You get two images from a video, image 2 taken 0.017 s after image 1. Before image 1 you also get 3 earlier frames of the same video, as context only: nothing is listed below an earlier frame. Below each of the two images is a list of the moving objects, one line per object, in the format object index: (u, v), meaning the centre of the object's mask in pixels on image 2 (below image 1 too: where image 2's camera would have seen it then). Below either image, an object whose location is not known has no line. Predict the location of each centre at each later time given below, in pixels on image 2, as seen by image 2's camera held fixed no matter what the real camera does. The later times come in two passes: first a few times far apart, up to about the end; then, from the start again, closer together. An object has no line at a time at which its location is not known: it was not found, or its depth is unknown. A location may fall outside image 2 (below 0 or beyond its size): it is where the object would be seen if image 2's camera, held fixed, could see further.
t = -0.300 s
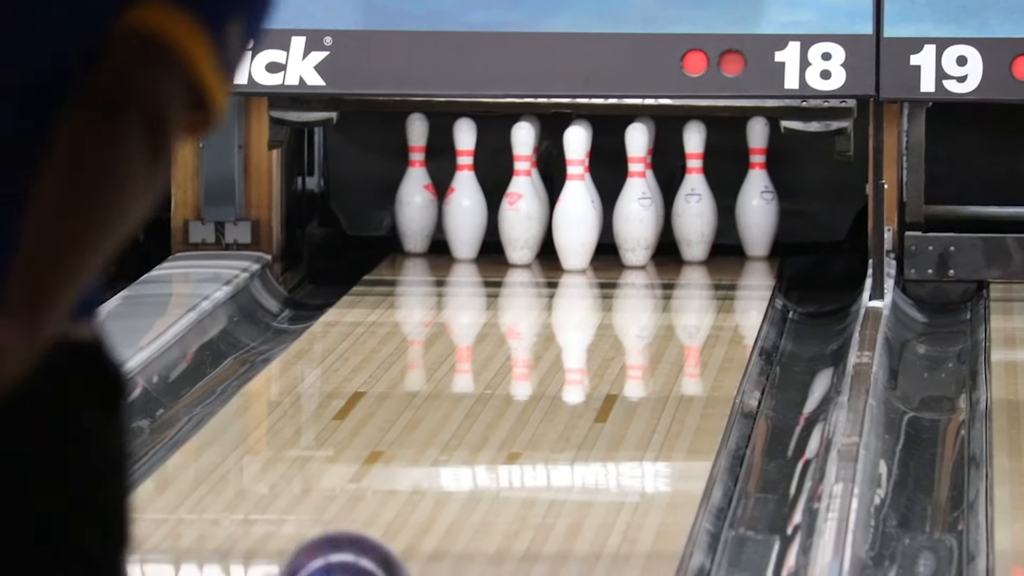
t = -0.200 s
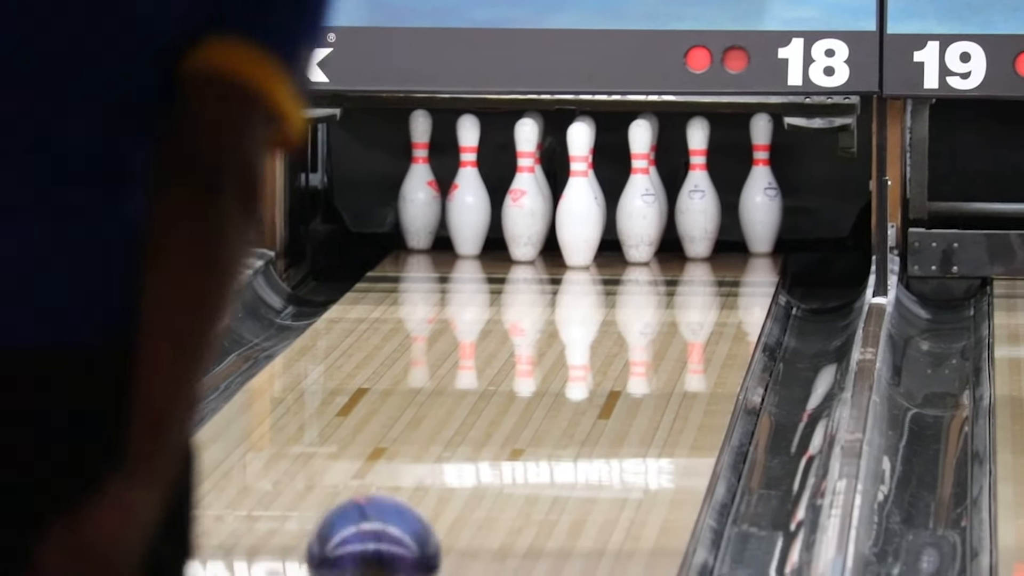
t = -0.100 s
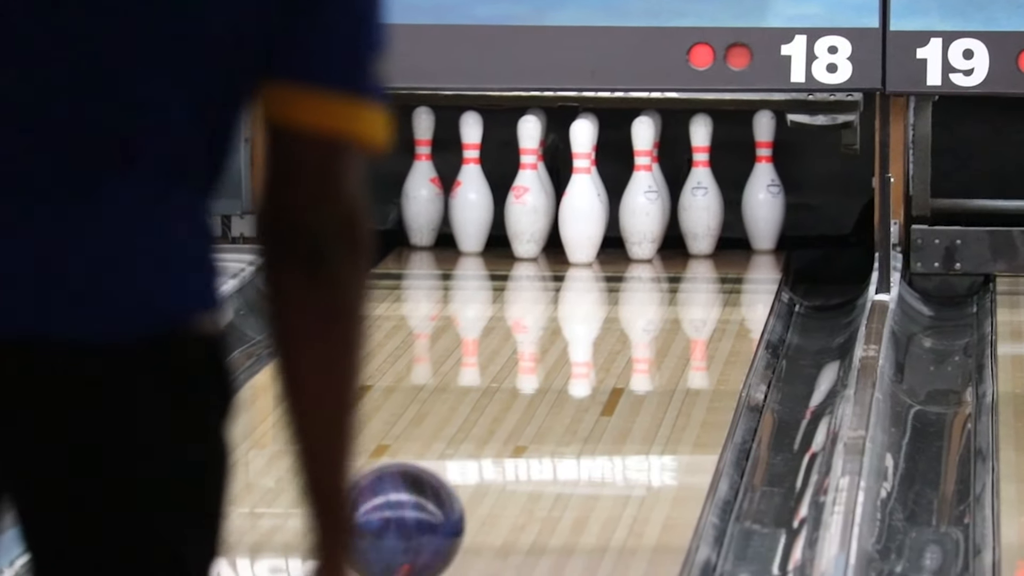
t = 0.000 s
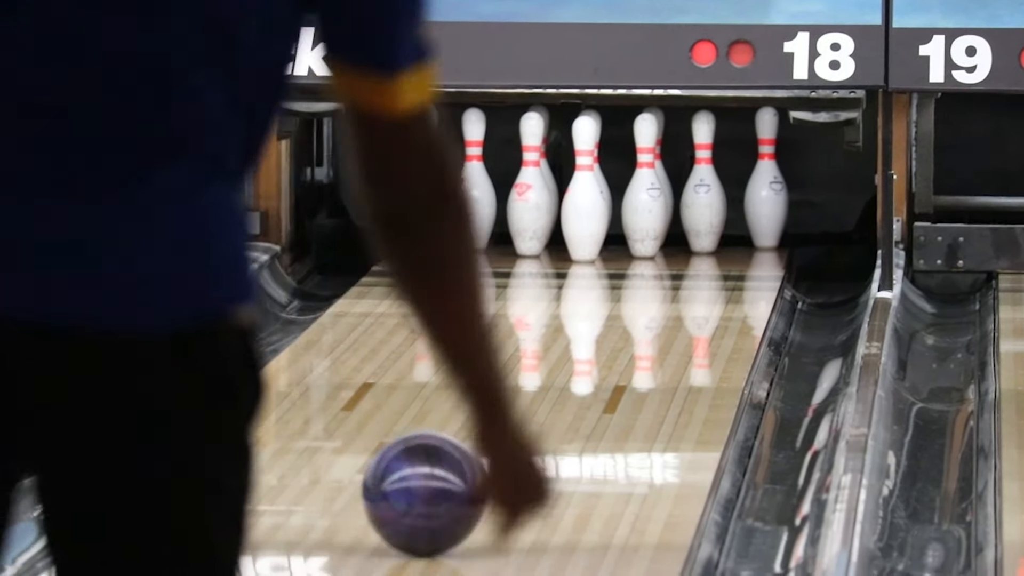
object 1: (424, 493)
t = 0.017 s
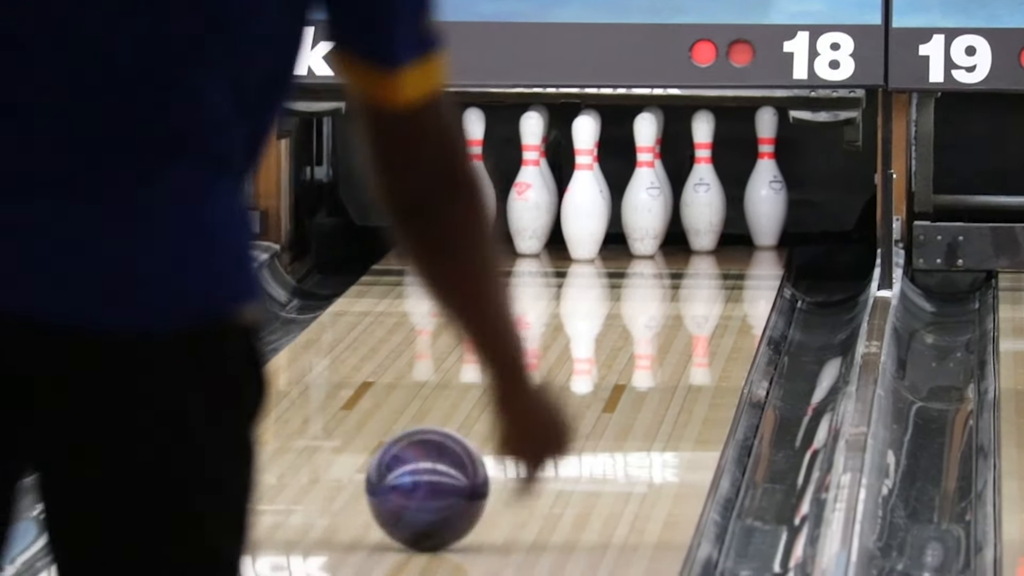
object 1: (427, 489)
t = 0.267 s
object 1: (476, 422)
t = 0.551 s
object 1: (512, 360)
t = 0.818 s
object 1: (531, 311)
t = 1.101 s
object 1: (509, 270)
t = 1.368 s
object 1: (458, 239)
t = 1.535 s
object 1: (427, 221)
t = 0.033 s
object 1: (431, 485)
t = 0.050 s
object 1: (434, 480)
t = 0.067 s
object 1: (438, 476)
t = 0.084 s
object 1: (442, 472)
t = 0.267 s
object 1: (476, 422)
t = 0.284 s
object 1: (478, 418)
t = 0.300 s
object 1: (481, 414)
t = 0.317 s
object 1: (483, 410)
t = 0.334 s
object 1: (486, 406)
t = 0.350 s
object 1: (488, 402)
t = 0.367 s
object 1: (490, 398)
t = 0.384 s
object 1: (492, 394)
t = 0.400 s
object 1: (494, 391)
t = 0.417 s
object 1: (496, 387)
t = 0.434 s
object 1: (498, 383)
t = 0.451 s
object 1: (501, 380)
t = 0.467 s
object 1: (503, 377)
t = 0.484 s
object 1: (505, 374)
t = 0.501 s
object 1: (507, 370)
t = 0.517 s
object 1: (509, 367)
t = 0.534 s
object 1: (511, 363)
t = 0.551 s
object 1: (512, 360)
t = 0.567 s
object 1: (514, 356)
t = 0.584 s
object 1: (516, 353)
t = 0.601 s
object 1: (518, 350)
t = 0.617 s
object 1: (519, 346)
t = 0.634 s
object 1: (521, 343)
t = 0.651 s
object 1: (523, 340)
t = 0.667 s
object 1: (524, 337)
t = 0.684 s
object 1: (526, 333)
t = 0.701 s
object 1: (527, 330)
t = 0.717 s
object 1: (528, 328)
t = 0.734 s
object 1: (529, 325)
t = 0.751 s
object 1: (530, 322)
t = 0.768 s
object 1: (530, 319)
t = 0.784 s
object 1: (530, 316)
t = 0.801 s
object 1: (531, 313)
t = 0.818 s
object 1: (531, 311)
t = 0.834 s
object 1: (531, 309)
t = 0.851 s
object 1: (530, 306)
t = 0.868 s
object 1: (530, 304)
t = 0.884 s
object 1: (530, 301)
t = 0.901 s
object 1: (529, 299)
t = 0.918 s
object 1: (528, 296)
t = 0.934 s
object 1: (527, 294)
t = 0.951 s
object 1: (526, 291)
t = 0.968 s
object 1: (525, 289)
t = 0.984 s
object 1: (523, 286)
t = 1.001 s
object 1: (522, 284)
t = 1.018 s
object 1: (520, 281)
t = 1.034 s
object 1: (518, 279)
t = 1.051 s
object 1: (516, 277)
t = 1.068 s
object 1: (514, 275)
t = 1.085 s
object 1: (511, 272)
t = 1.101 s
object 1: (509, 270)
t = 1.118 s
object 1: (506, 268)
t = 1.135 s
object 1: (503, 266)
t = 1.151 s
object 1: (500, 264)
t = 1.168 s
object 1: (498, 262)
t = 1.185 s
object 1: (494, 260)
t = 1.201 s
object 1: (491, 258)
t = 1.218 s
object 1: (487, 256)
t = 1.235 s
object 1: (484, 254)
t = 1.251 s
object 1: (481, 252)
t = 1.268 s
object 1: (478, 250)
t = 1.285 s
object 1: (474, 248)
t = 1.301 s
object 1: (471, 247)
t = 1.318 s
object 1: (468, 245)
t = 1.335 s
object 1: (464, 243)
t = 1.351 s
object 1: (461, 241)
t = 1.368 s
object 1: (458, 239)
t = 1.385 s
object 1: (455, 237)
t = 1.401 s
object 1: (452, 235)
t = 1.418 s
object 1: (448, 233)
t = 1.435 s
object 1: (445, 231)
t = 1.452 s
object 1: (442, 229)
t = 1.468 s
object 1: (439, 227)
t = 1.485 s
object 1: (436, 226)
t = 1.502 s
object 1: (434, 224)
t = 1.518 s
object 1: (430, 222)
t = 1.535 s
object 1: (427, 221)
